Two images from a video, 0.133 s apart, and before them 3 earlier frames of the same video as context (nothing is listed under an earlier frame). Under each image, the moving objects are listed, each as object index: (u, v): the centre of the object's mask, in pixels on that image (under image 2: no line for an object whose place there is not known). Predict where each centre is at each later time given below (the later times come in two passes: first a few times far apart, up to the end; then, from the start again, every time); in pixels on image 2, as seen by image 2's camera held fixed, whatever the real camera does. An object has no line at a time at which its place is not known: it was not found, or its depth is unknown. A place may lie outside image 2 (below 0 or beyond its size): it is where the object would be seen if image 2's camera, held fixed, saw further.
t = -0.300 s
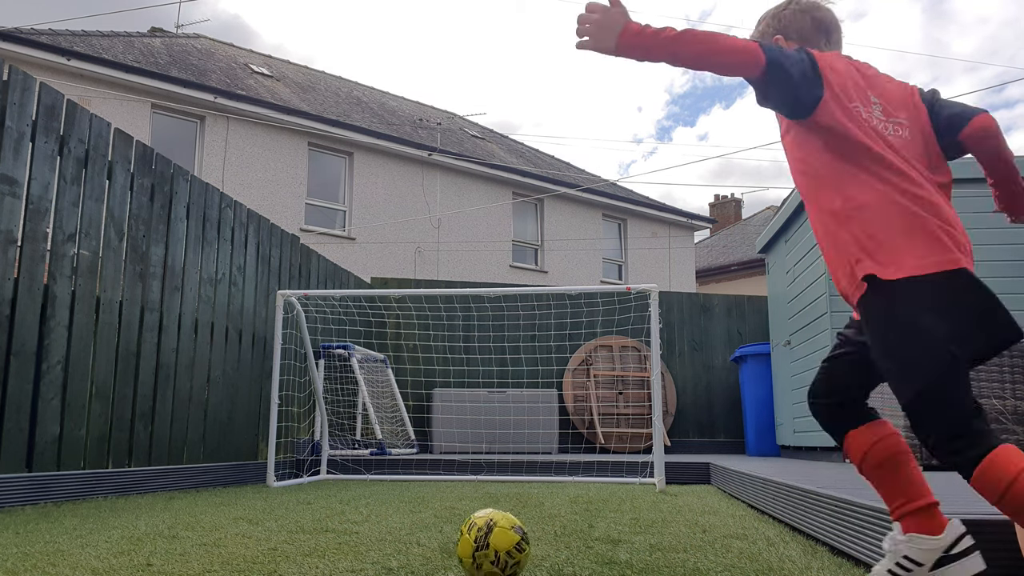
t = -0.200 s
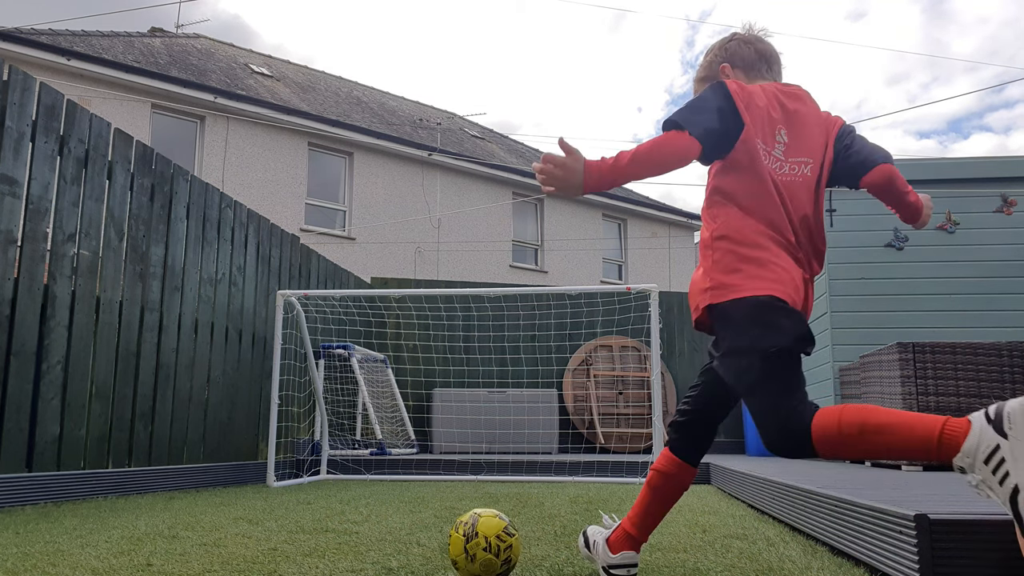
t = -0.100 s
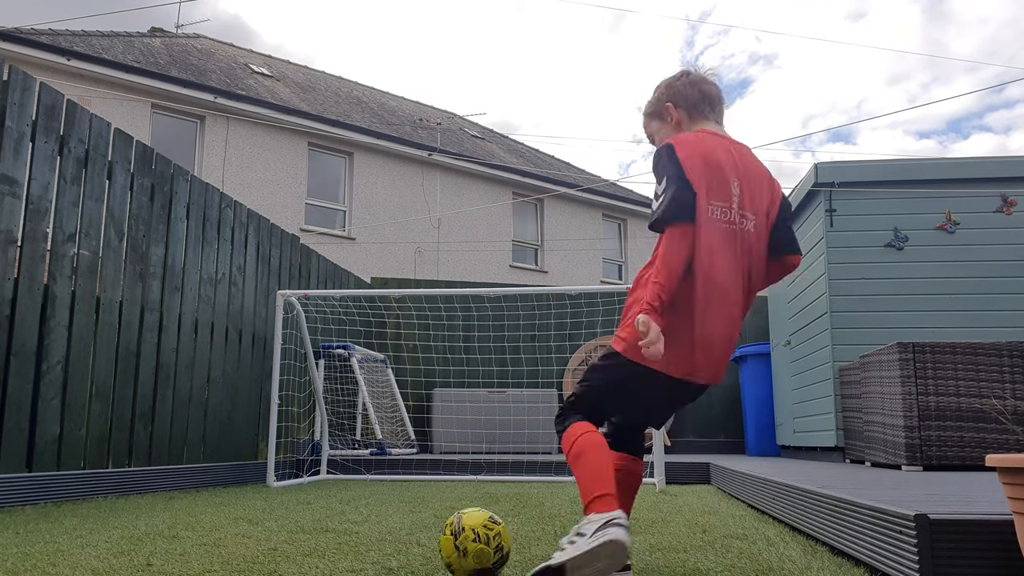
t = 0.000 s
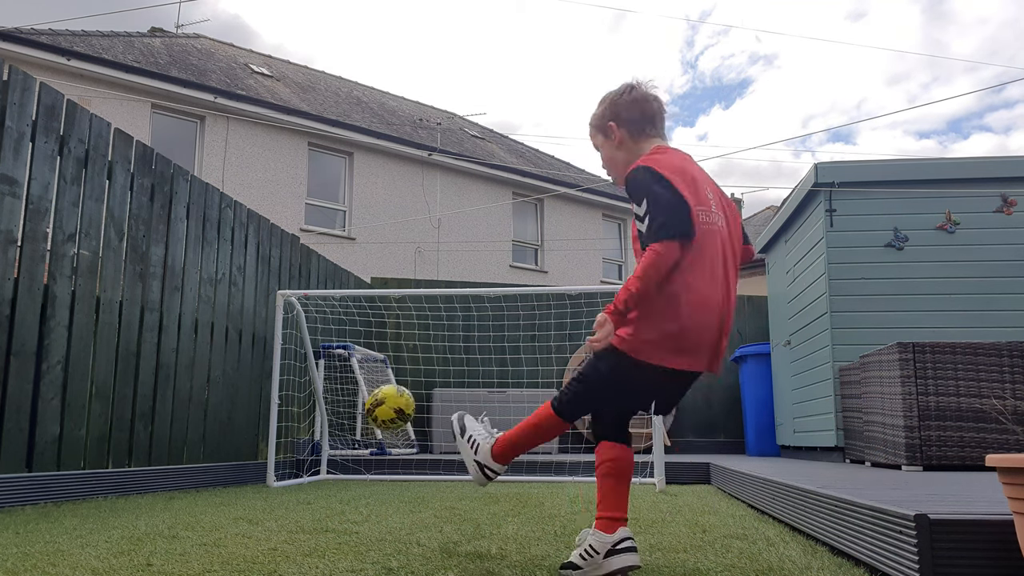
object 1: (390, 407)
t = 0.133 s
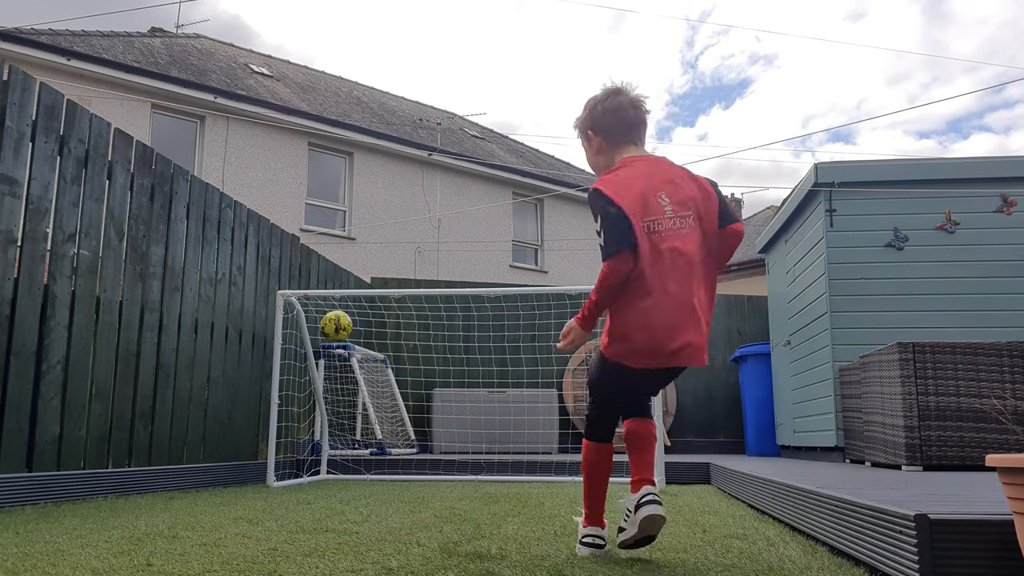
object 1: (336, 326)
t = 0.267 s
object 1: (316, 311)
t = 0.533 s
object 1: (388, 451)
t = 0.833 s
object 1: (439, 395)
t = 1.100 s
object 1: (482, 415)
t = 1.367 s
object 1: (526, 450)
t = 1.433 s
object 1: (538, 442)
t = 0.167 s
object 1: (329, 318)
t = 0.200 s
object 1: (323, 313)
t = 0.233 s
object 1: (319, 311)
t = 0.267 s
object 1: (316, 311)
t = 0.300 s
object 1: (315, 318)
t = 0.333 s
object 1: (327, 331)
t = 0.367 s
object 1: (337, 348)
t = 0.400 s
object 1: (349, 364)
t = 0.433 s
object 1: (359, 385)
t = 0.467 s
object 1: (368, 405)
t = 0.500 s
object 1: (378, 427)
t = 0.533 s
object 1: (388, 451)
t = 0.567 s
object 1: (397, 473)
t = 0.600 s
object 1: (402, 460)
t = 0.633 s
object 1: (407, 446)
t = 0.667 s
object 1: (413, 434)
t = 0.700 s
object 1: (418, 423)
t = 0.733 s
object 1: (423, 414)
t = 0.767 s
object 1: (428, 406)
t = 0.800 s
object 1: (433, 400)
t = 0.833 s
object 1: (439, 395)
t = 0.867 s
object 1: (444, 392)
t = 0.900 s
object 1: (450, 391)
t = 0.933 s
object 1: (455, 391)
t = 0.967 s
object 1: (460, 392)
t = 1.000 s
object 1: (465, 396)
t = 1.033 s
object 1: (471, 400)
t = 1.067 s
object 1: (476, 407)
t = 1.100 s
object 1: (482, 415)
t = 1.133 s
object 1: (488, 426)
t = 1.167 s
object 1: (493, 439)
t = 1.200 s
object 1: (499, 453)
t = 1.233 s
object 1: (505, 470)
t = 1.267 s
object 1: (510, 476)
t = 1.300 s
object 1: (516, 465)
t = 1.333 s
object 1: (521, 457)
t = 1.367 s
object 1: (526, 450)
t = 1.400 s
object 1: (533, 445)
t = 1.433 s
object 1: (538, 442)
